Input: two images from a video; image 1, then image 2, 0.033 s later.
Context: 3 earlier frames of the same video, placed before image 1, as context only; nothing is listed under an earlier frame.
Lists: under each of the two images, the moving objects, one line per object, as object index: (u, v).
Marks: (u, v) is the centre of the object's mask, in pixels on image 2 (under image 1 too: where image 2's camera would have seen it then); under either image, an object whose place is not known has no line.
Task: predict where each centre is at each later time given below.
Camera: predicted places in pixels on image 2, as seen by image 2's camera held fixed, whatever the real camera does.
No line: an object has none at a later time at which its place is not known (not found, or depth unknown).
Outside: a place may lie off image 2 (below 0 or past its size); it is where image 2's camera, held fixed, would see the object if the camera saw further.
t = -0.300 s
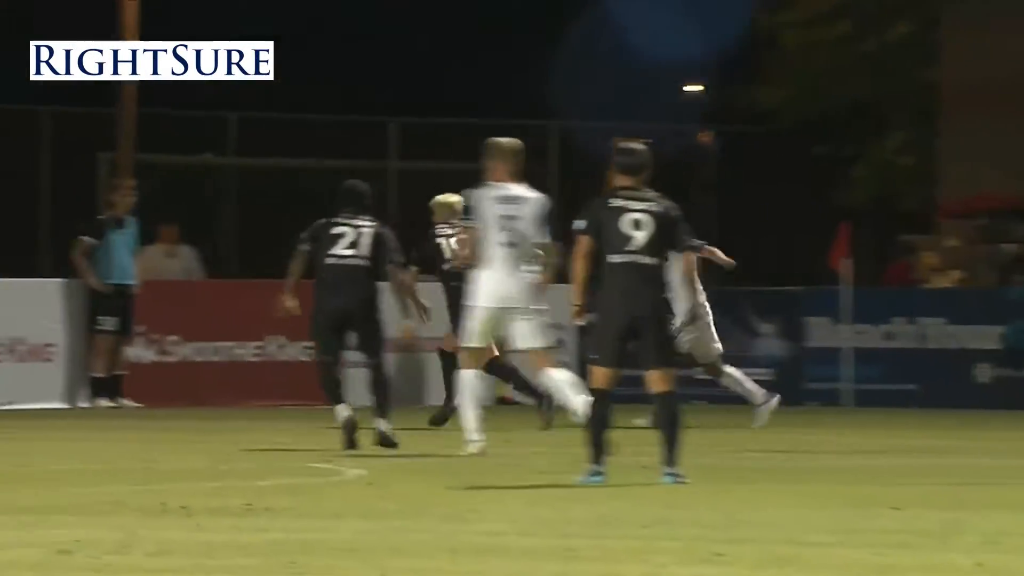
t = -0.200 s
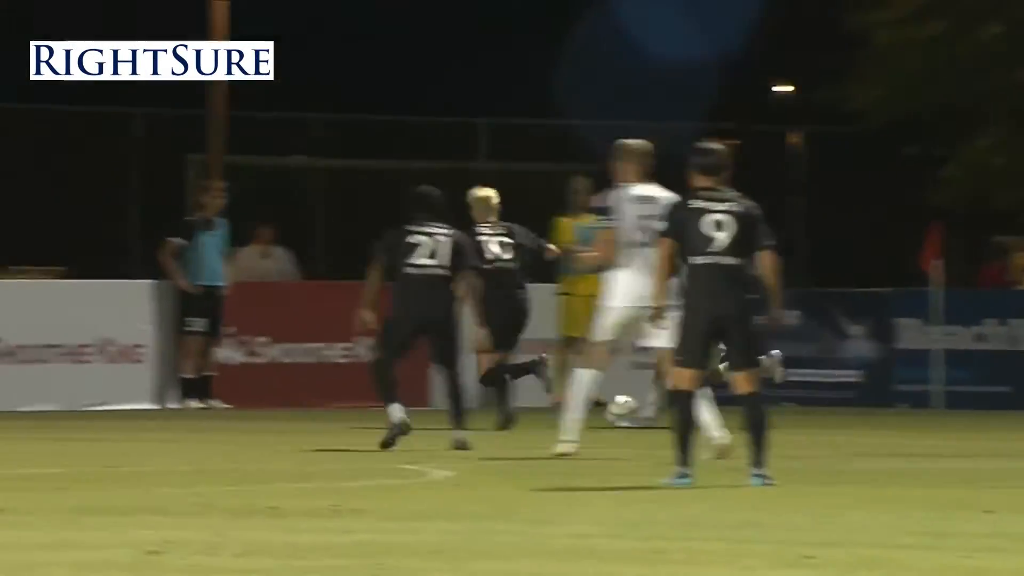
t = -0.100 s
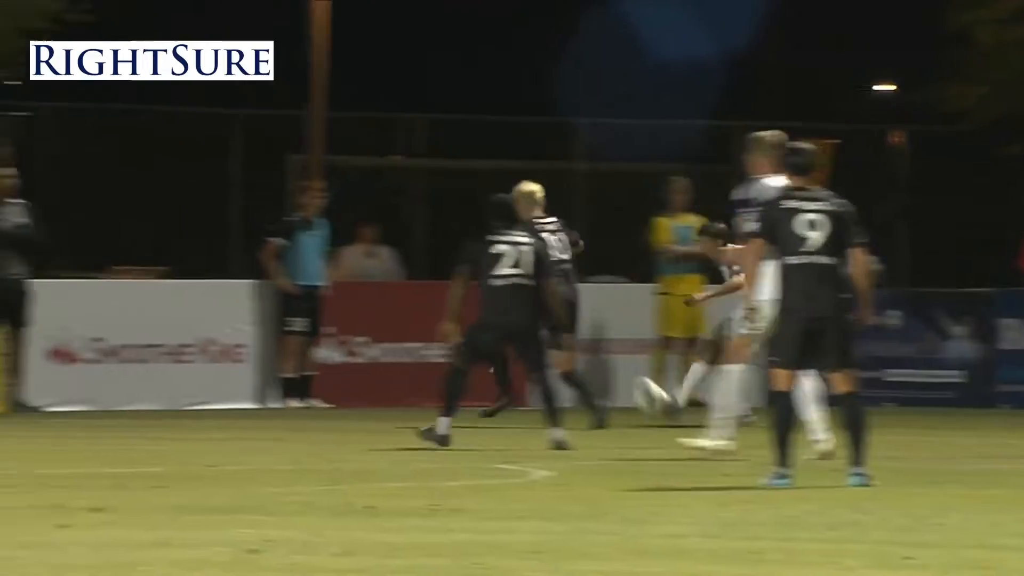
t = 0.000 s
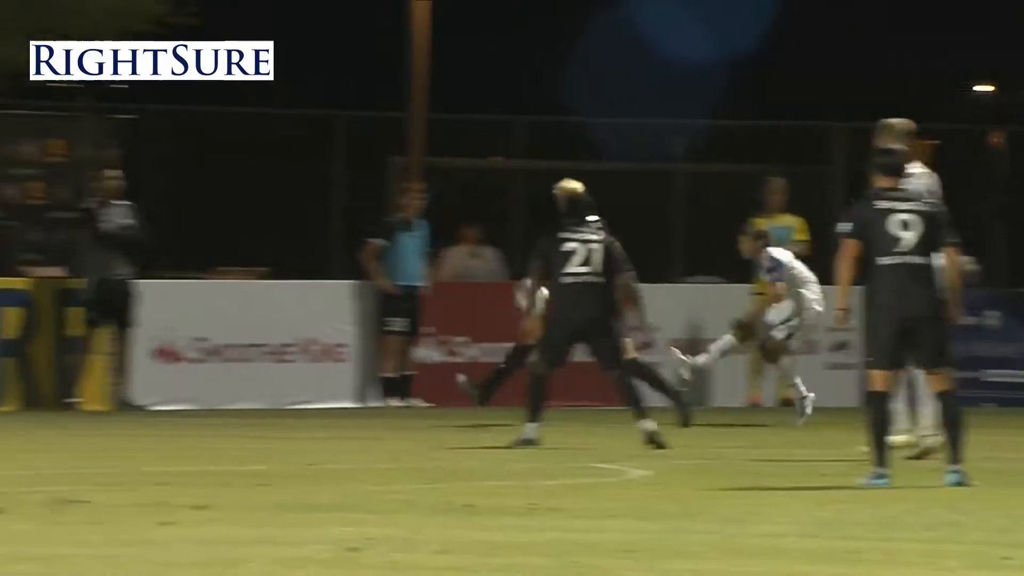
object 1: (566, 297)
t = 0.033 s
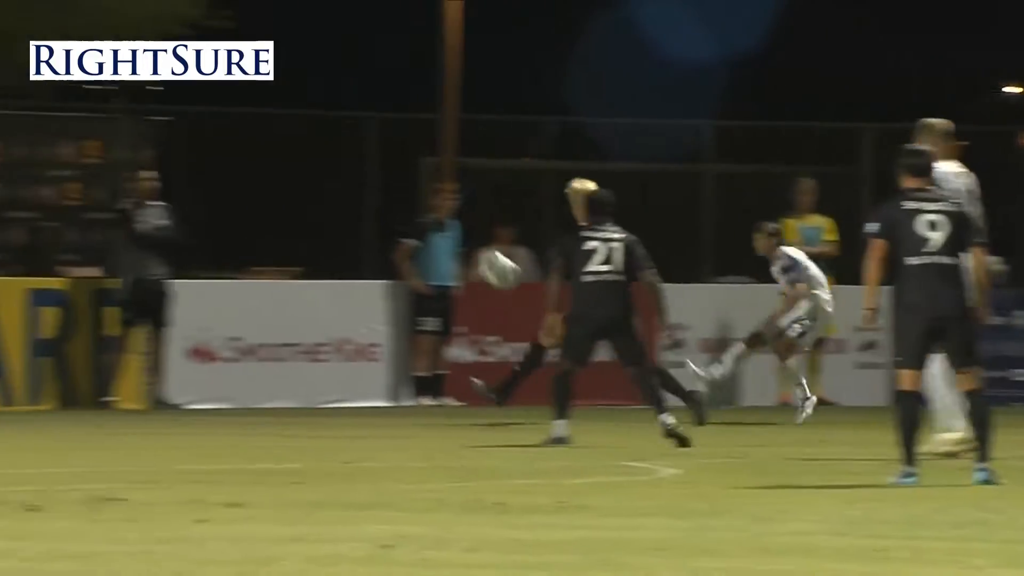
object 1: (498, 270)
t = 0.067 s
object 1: (429, 241)
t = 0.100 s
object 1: (363, 217)
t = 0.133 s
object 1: (297, 194)
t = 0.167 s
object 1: (232, 171)
